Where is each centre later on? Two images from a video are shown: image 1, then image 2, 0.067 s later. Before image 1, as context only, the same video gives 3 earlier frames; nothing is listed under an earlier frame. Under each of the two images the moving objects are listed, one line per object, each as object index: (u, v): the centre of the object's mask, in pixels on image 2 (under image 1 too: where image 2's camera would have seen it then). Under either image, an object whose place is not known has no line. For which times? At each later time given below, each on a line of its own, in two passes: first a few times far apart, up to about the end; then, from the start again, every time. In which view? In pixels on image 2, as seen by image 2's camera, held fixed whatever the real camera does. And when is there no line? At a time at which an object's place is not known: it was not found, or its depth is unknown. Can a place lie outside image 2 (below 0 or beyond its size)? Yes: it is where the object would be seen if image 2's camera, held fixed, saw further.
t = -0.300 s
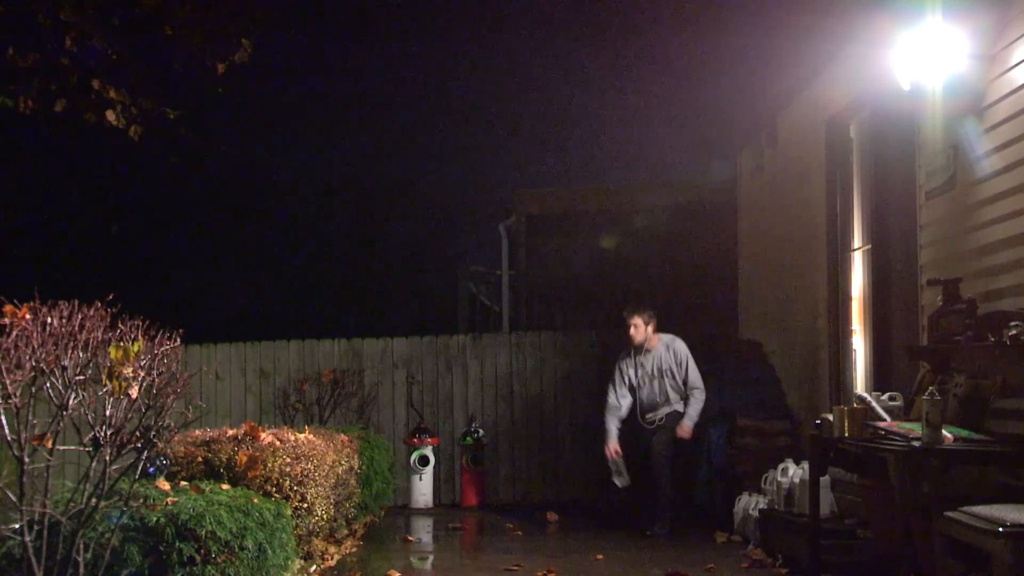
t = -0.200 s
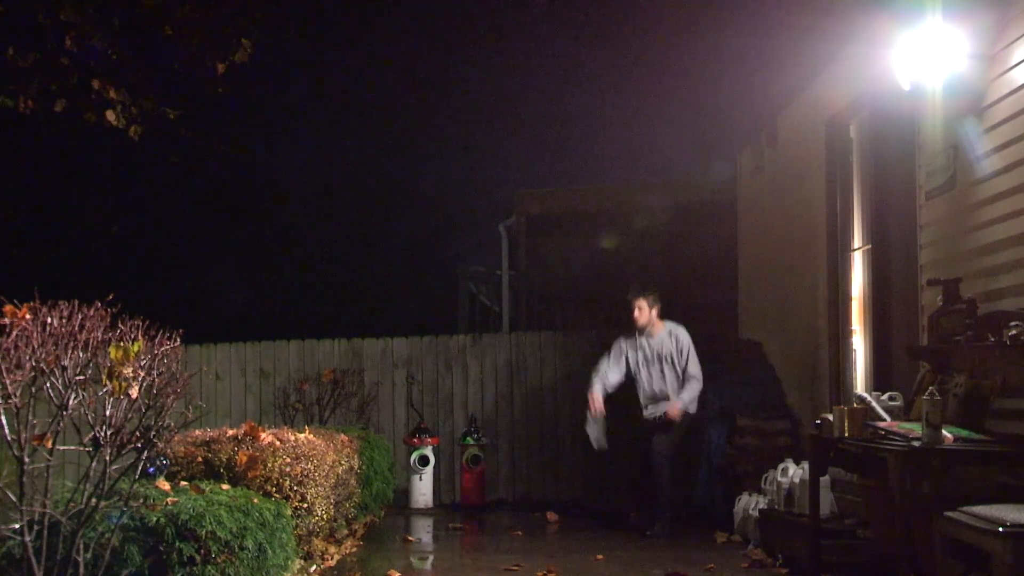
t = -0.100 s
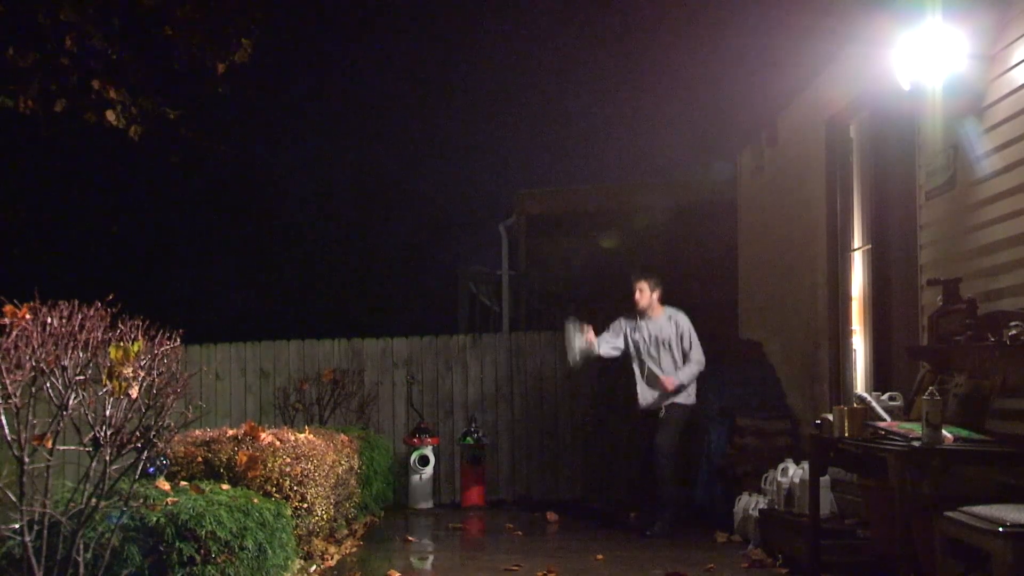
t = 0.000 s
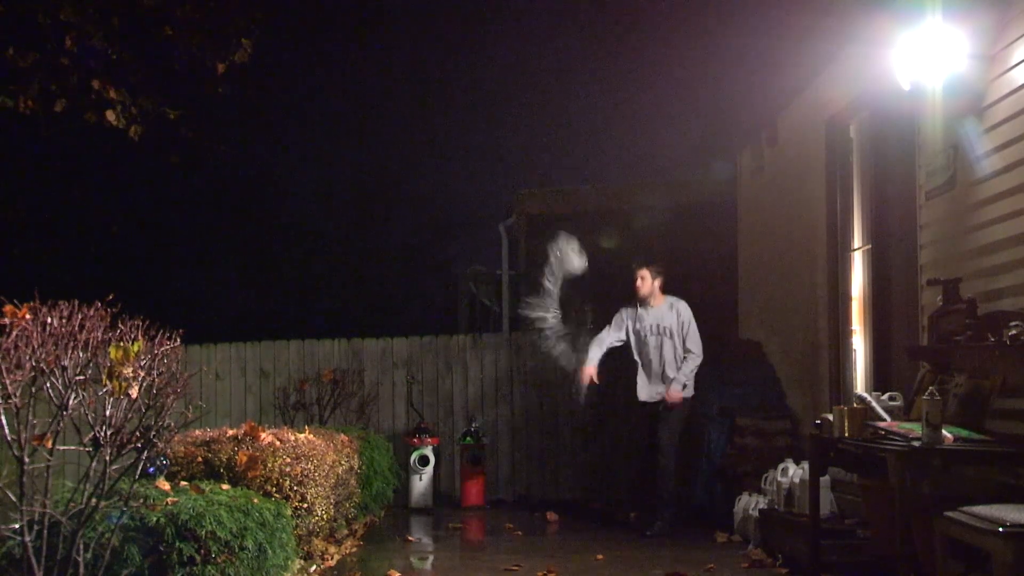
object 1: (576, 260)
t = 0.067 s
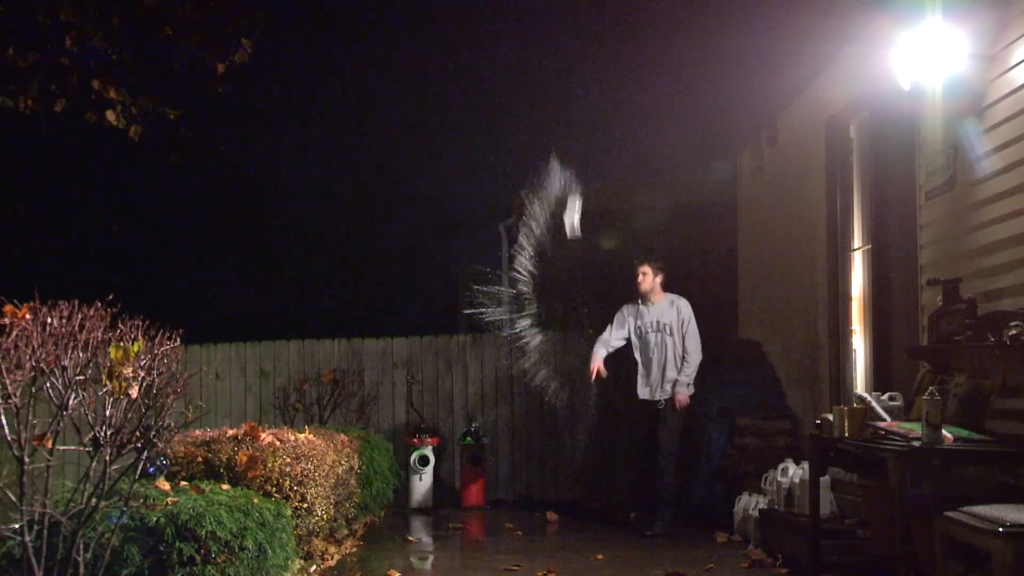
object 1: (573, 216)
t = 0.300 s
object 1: (564, 114)
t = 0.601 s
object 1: (556, 110)
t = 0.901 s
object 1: (542, 249)
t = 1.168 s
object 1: (533, 507)
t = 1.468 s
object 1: (527, 534)
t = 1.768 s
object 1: (527, 534)
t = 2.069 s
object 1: (527, 534)
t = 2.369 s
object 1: (527, 534)
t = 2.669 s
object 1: (527, 534)
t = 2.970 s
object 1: (527, 534)
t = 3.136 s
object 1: (527, 534)
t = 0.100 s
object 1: (571, 198)
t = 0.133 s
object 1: (570, 179)
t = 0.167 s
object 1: (569, 162)
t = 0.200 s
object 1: (569, 149)
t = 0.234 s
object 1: (567, 136)
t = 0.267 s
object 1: (565, 126)
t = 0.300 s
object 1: (564, 114)
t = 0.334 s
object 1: (561, 104)
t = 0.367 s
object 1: (563, 98)
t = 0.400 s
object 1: (563, 94)
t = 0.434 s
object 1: (562, 93)
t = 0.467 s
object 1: (561, 93)
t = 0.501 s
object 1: (560, 95)
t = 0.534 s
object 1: (558, 98)
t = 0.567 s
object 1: (557, 102)
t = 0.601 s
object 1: (556, 110)
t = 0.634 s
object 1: (555, 119)
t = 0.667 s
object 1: (553, 127)
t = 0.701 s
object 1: (551, 140)
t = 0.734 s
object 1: (550, 153)
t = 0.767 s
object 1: (548, 169)
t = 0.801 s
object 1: (547, 186)
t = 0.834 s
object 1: (545, 205)
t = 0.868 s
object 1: (543, 228)
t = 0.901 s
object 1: (542, 249)
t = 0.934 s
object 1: (541, 275)
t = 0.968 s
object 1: (541, 302)
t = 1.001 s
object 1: (540, 332)
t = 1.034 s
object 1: (538, 365)
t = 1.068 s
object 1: (537, 399)
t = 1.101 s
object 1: (535, 433)
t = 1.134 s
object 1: (534, 473)
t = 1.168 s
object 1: (533, 507)
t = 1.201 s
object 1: (532, 529)
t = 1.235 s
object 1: (531, 532)
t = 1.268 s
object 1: (531, 533)
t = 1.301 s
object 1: (530, 532)
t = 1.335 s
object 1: (529, 532)
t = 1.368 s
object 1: (528, 532)
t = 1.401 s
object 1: (528, 533)
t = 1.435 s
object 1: (527, 534)
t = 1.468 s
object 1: (527, 534)
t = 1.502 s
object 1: (527, 534)
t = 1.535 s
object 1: (527, 534)
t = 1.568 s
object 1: (527, 534)
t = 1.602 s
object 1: (527, 534)
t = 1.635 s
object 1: (527, 534)
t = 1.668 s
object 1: (527, 534)
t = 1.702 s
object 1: (527, 534)
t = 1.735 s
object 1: (527, 534)
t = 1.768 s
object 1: (527, 534)
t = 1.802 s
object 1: (527, 534)
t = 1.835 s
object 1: (527, 534)
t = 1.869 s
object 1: (527, 534)
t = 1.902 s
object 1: (527, 534)
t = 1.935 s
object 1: (527, 534)
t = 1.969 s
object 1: (527, 534)
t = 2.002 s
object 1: (527, 534)
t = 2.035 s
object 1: (527, 534)
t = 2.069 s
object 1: (527, 534)
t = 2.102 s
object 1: (527, 534)
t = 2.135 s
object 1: (527, 534)
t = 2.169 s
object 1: (527, 534)
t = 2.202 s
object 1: (527, 534)
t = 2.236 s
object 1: (527, 534)
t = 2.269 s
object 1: (527, 534)
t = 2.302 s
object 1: (527, 534)
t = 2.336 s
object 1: (527, 534)
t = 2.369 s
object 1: (527, 534)
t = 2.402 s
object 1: (527, 534)
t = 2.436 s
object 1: (527, 534)
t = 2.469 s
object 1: (527, 534)
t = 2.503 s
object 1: (527, 534)
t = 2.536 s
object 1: (527, 534)
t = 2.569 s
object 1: (527, 534)
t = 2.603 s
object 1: (527, 534)
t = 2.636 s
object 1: (527, 534)
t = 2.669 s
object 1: (527, 534)
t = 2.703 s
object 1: (527, 534)
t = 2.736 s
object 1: (527, 534)
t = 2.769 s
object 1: (527, 535)
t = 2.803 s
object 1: (527, 534)
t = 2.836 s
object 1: (527, 534)
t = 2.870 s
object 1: (527, 535)
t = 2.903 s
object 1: (527, 535)
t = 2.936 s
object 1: (527, 534)
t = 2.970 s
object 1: (527, 534)
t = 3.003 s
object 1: (527, 534)
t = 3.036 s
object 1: (527, 534)
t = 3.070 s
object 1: (527, 534)
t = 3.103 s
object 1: (527, 534)
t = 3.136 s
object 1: (527, 534)
